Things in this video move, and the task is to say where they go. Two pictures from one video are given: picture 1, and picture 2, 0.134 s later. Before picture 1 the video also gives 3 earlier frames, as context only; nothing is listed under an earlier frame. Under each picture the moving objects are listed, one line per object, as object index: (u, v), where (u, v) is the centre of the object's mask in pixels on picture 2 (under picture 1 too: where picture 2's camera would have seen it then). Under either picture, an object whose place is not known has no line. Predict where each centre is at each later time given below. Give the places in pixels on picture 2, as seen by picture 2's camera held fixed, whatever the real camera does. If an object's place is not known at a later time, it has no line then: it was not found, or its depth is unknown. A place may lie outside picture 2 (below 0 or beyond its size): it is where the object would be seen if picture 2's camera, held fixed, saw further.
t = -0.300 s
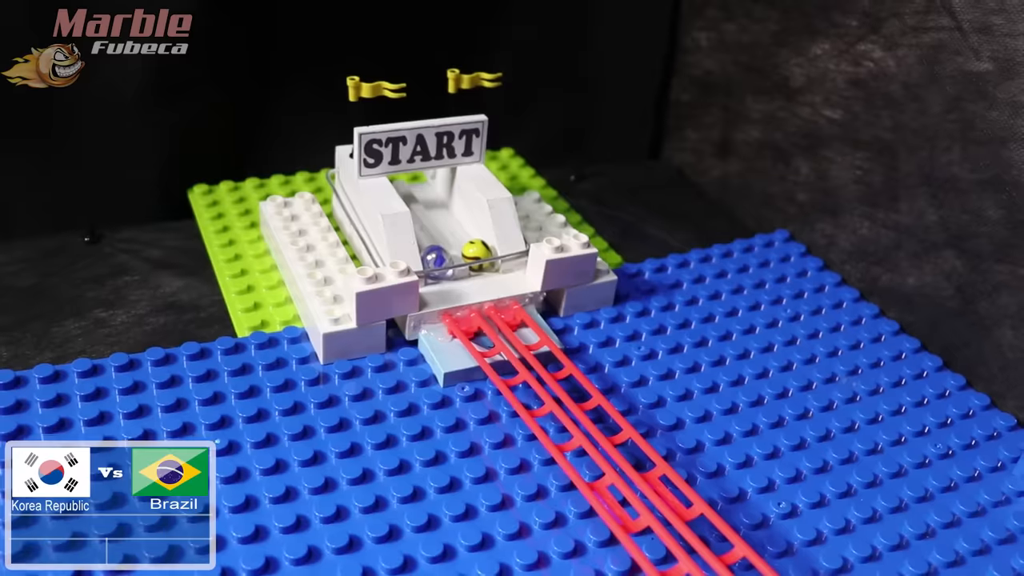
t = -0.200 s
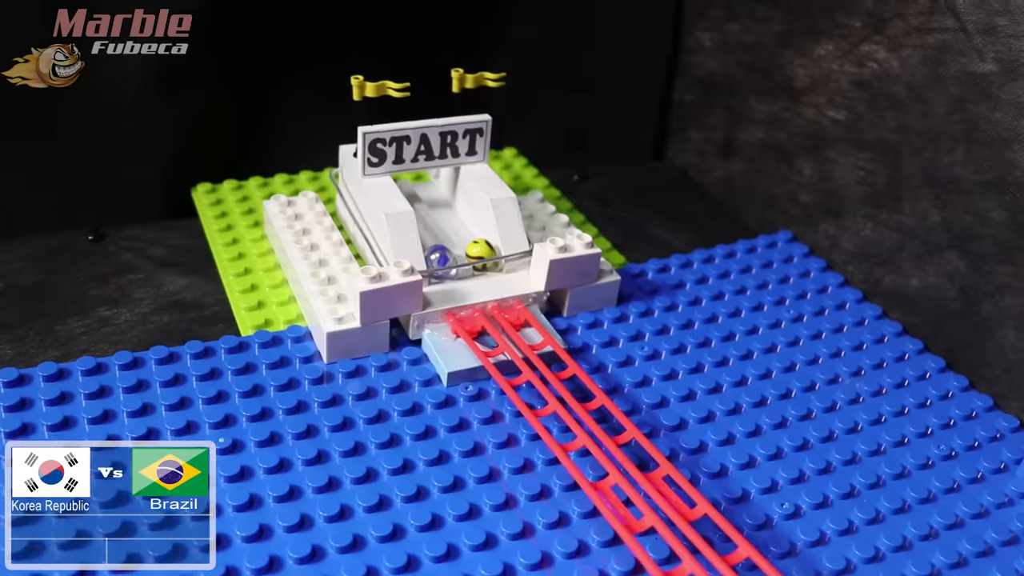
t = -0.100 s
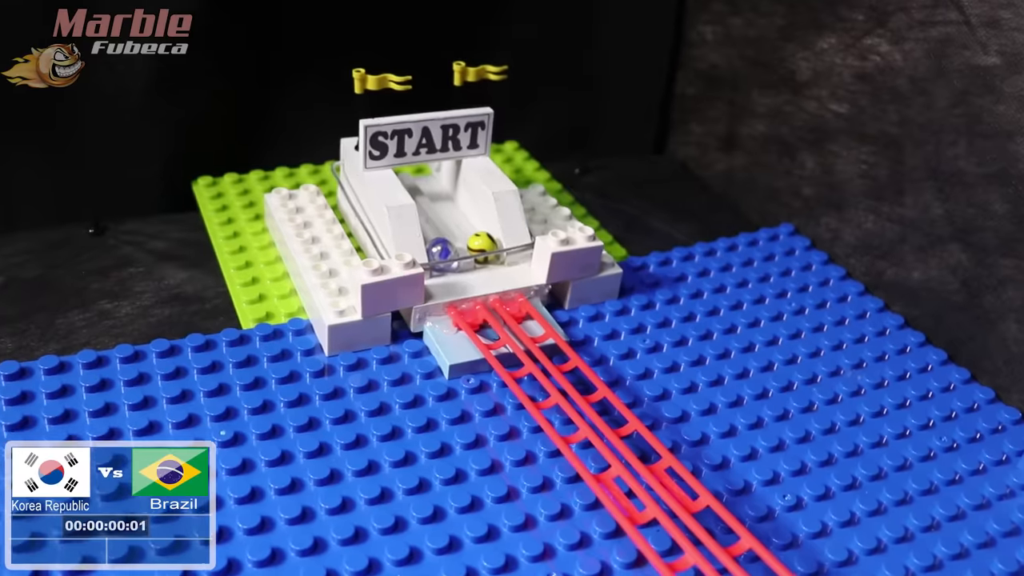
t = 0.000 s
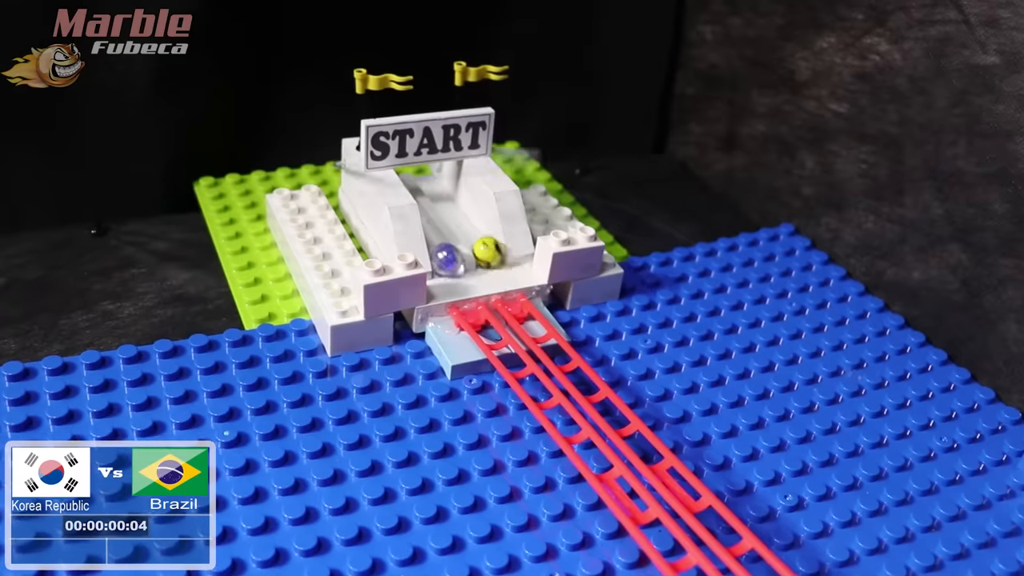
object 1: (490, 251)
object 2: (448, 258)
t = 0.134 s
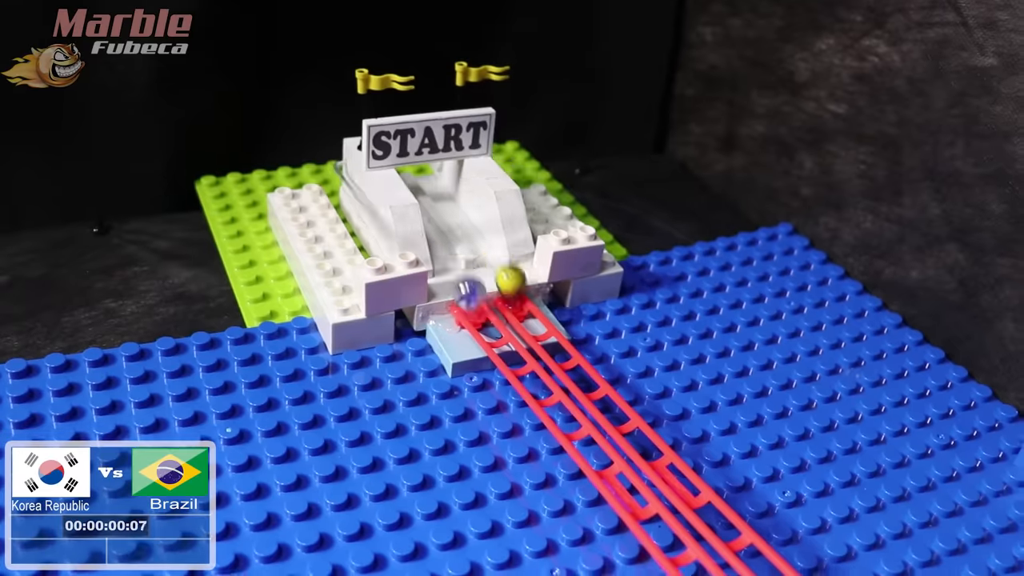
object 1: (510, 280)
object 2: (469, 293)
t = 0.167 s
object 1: (523, 299)
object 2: (483, 306)
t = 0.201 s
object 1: (532, 311)
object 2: (491, 320)
